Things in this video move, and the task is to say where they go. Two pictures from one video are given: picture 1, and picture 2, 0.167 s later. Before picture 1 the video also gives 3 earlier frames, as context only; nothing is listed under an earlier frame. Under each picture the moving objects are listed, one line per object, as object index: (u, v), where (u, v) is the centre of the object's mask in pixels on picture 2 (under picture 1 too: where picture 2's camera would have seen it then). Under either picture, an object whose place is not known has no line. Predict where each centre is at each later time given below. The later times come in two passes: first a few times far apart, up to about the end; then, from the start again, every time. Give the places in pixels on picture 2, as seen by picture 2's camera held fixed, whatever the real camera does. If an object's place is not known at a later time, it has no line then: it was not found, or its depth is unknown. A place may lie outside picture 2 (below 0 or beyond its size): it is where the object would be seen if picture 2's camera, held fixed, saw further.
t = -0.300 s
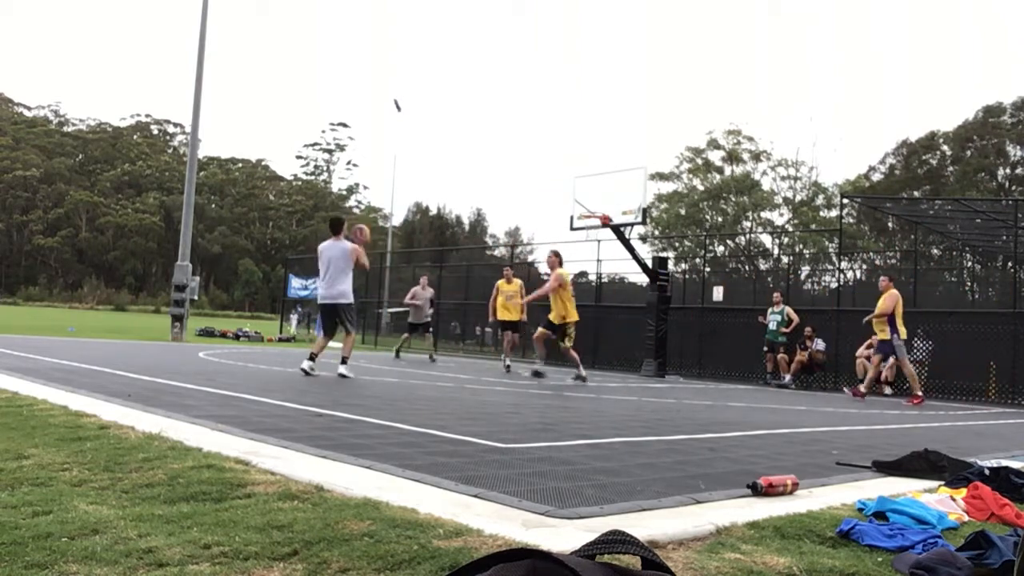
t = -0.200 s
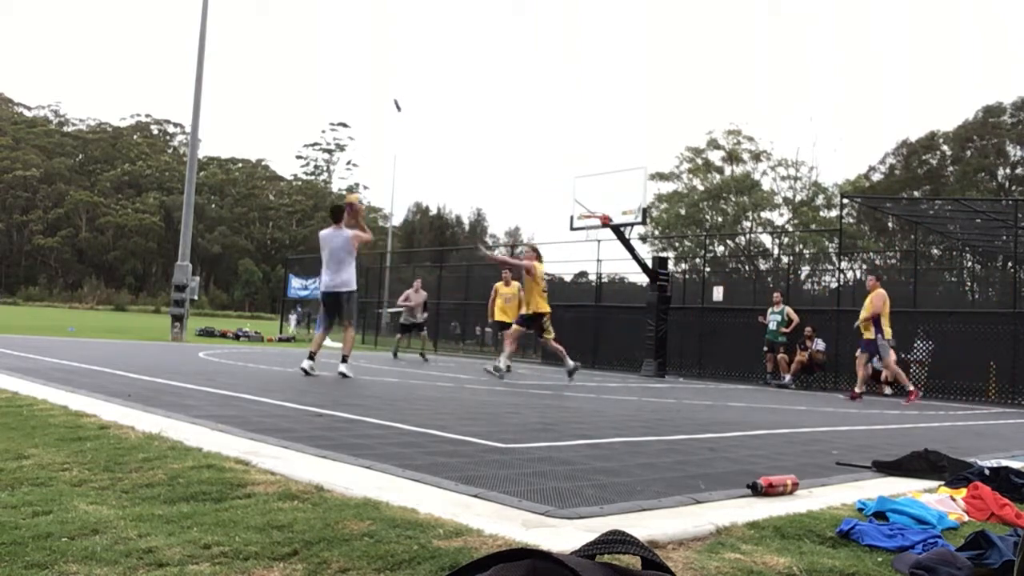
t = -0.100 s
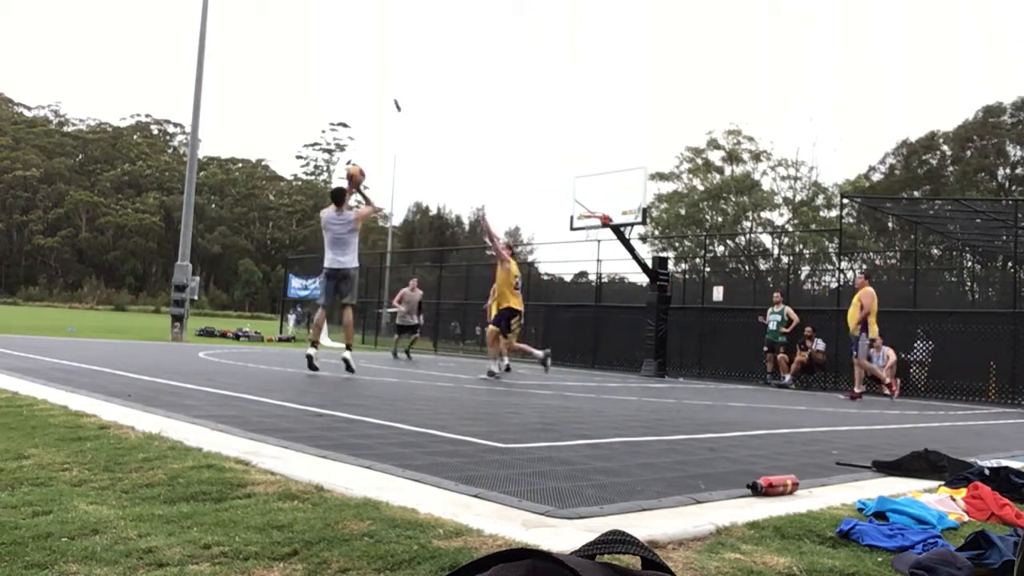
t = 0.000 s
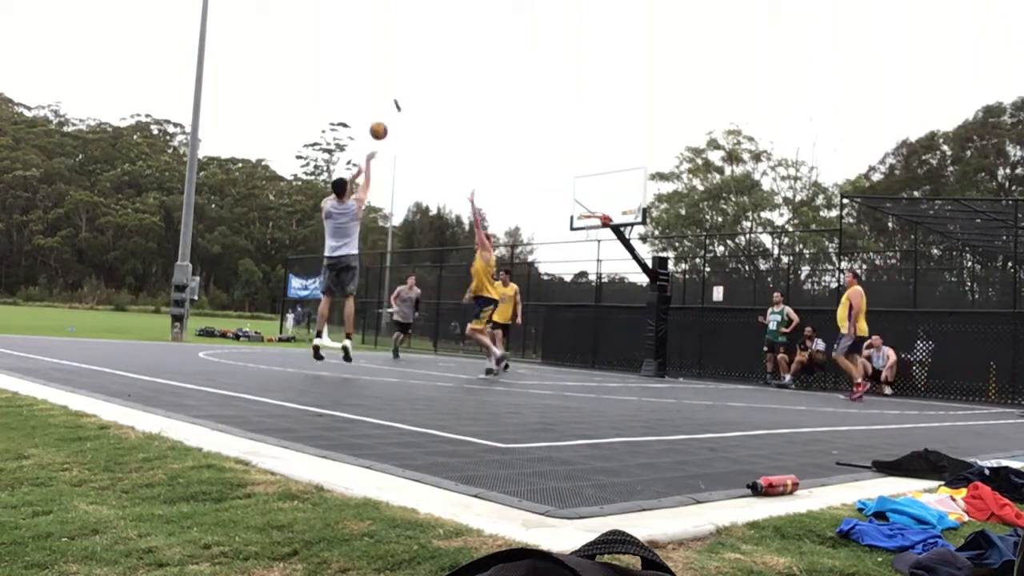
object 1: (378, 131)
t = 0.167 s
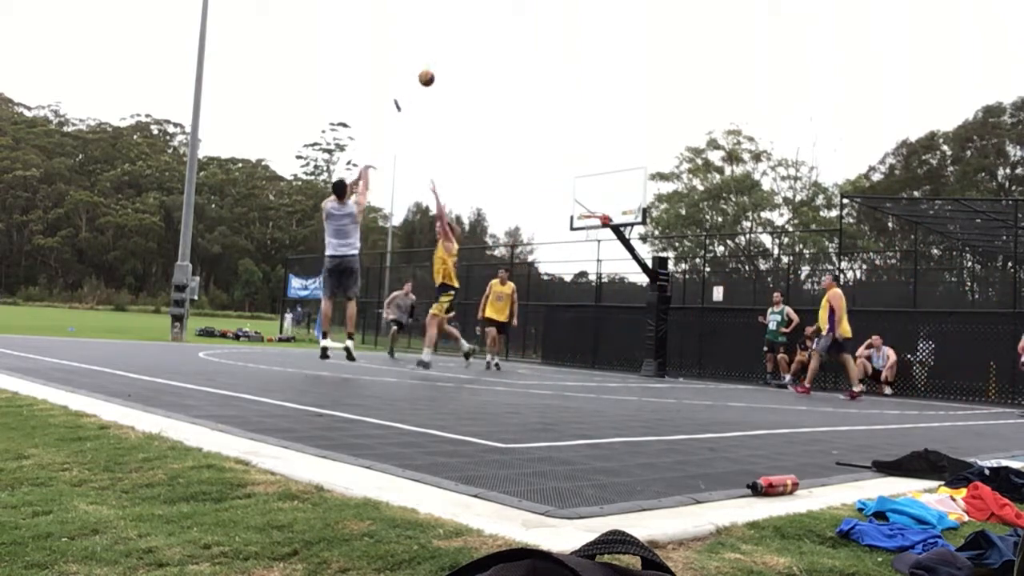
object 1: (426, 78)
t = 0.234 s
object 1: (443, 65)
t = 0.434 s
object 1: (485, 46)
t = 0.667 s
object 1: (524, 57)
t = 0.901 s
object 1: (556, 96)
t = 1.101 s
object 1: (578, 145)
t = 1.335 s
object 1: (593, 208)
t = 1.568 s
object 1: (552, 181)
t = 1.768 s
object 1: (517, 180)
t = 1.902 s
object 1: (493, 191)
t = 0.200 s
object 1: (435, 71)
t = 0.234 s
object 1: (443, 65)
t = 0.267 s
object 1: (450, 60)
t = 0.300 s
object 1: (458, 55)
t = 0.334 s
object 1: (465, 52)
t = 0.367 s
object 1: (472, 49)
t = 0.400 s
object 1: (479, 47)
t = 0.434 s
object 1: (485, 46)
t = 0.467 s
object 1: (491, 46)
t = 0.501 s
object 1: (497, 46)
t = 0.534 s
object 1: (503, 47)
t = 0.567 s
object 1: (509, 49)
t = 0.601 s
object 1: (514, 51)
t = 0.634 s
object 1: (519, 54)
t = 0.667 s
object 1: (524, 57)
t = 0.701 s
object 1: (529, 61)
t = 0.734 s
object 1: (534, 66)
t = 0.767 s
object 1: (539, 71)
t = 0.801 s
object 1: (543, 77)
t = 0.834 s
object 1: (548, 83)
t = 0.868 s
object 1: (552, 89)
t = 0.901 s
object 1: (556, 96)
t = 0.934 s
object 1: (560, 103)
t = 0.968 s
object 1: (564, 111)
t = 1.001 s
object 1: (567, 119)
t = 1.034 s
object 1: (571, 127)
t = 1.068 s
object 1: (575, 136)
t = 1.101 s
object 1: (578, 145)
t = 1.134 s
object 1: (582, 155)
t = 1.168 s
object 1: (585, 165)
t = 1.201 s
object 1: (588, 175)
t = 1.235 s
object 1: (591, 185)
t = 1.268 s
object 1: (594, 196)
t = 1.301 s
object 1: (597, 207)
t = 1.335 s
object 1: (593, 208)
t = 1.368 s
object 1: (587, 202)
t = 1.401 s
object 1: (581, 198)
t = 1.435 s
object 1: (576, 193)
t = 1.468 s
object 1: (570, 189)
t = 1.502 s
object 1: (564, 186)
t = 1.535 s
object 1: (558, 183)
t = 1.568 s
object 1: (552, 181)
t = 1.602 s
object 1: (546, 179)
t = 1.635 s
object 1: (541, 178)
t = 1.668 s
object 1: (535, 178)
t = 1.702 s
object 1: (529, 178)
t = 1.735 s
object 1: (523, 179)
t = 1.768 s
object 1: (517, 180)
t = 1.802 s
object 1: (511, 182)
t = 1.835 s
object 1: (505, 185)
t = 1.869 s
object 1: (499, 188)
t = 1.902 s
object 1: (493, 191)
